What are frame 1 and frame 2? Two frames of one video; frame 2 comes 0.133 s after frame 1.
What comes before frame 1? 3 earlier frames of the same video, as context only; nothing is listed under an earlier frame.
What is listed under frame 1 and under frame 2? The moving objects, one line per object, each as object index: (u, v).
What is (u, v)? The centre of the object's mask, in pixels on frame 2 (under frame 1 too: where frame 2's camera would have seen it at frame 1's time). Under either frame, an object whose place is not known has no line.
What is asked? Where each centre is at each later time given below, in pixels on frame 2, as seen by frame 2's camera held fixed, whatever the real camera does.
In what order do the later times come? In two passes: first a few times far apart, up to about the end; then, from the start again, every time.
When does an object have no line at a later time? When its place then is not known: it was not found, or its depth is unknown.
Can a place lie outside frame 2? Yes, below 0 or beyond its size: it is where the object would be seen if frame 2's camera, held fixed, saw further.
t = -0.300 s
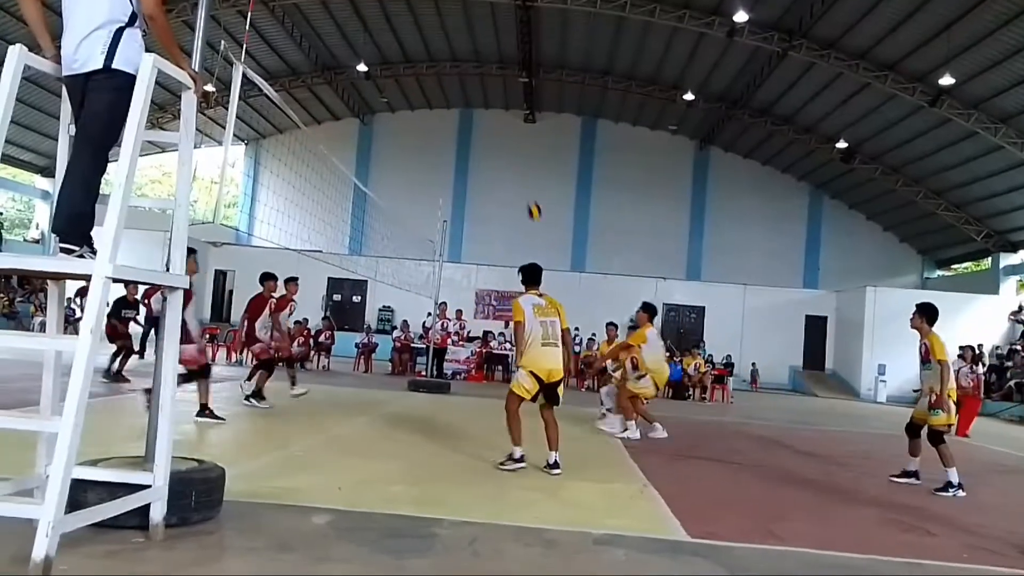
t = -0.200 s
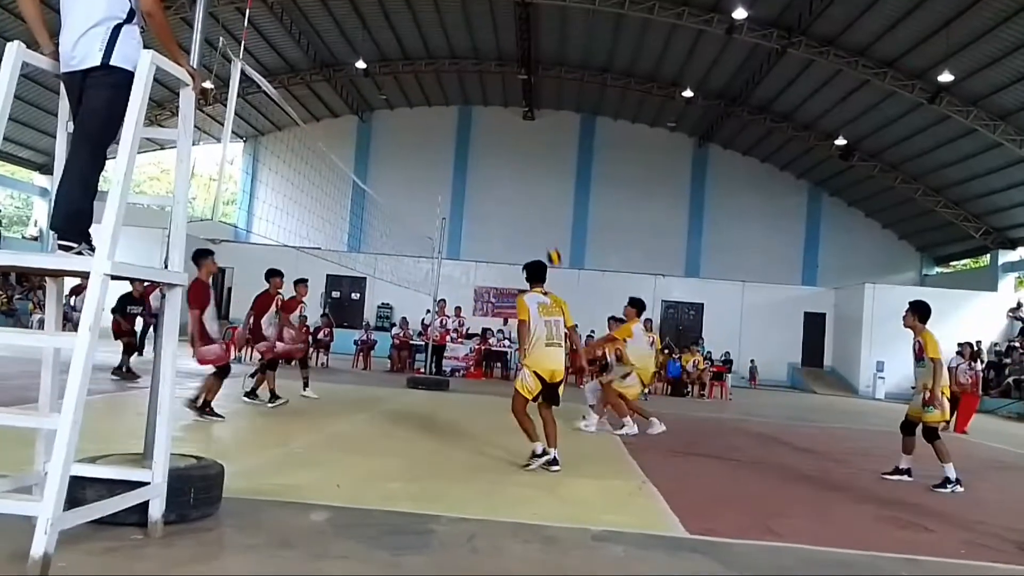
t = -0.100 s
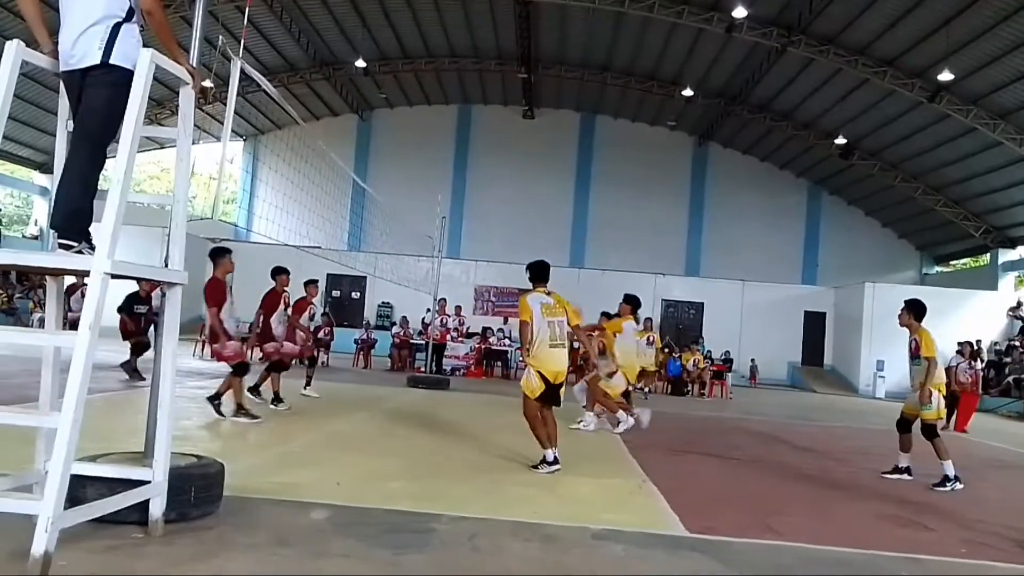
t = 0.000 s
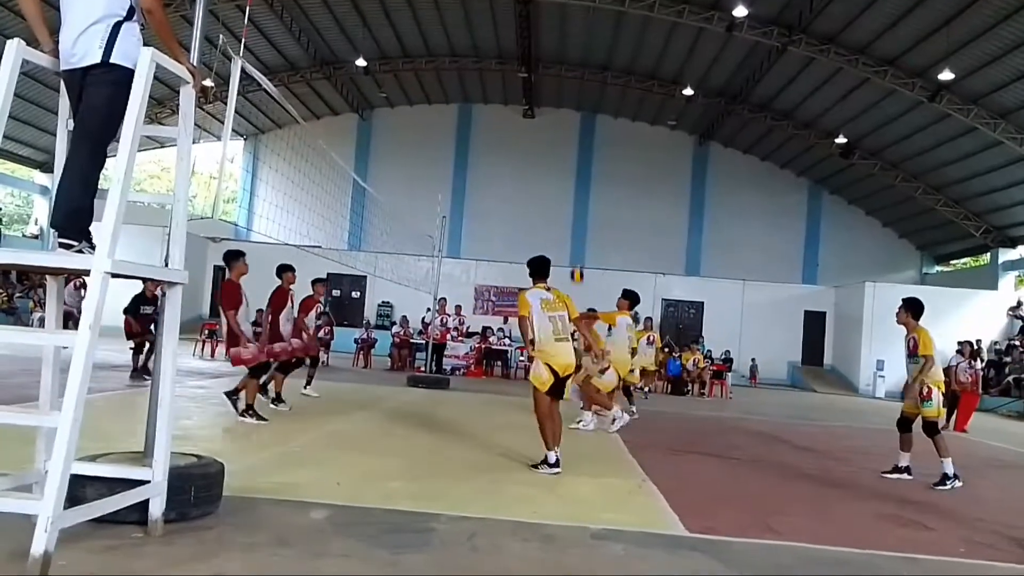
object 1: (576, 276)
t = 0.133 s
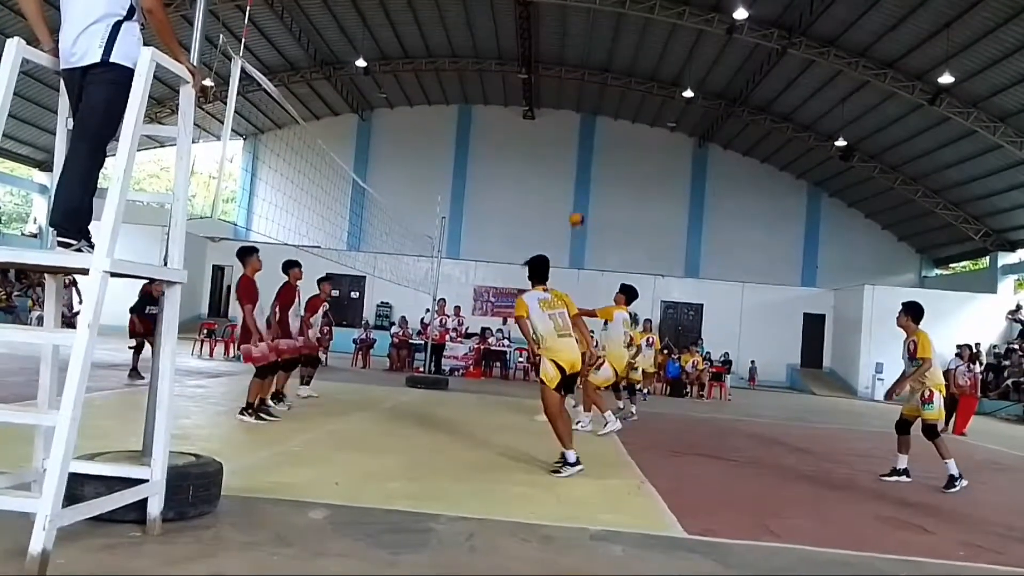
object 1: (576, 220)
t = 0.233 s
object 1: (576, 187)
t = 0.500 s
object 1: (572, 140)
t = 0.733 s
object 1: (563, 144)
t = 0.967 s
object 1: (550, 191)
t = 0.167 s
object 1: (576, 208)
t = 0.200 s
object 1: (576, 197)
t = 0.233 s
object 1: (576, 187)
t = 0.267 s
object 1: (576, 178)
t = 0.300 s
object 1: (575, 170)
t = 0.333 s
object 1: (575, 163)
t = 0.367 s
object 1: (575, 157)
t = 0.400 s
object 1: (574, 151)
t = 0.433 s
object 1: (573, 147)
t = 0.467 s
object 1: (572, 143)
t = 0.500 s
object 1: (572, 140)
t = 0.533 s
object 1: (571, 138)
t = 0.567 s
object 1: (570, 137)
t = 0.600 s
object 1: (569, 137)
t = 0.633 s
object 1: (568, 138)
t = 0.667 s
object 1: (566, 139)
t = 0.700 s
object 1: (565, 141)
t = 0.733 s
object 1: (563, 144)
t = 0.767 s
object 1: (561, 148)
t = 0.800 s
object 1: (560, 153)
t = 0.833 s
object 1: (558, 159)
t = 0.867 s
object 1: (557, 166)
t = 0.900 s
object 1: (554, 174)
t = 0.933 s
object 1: (551, 183)
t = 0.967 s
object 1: (550, 191)
